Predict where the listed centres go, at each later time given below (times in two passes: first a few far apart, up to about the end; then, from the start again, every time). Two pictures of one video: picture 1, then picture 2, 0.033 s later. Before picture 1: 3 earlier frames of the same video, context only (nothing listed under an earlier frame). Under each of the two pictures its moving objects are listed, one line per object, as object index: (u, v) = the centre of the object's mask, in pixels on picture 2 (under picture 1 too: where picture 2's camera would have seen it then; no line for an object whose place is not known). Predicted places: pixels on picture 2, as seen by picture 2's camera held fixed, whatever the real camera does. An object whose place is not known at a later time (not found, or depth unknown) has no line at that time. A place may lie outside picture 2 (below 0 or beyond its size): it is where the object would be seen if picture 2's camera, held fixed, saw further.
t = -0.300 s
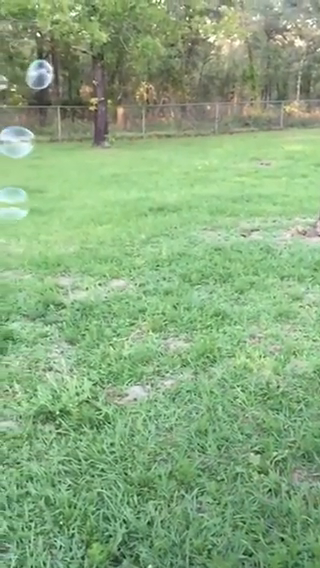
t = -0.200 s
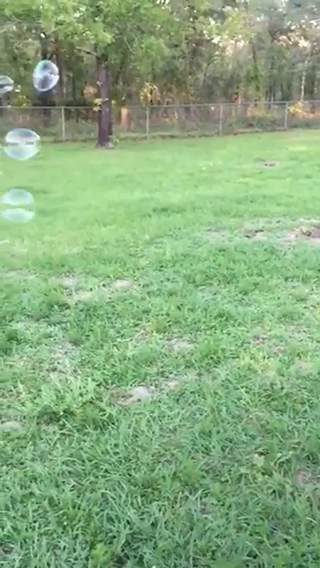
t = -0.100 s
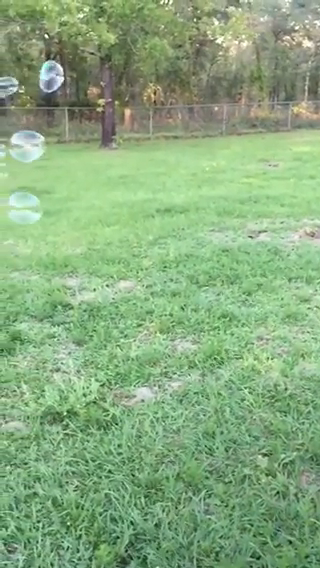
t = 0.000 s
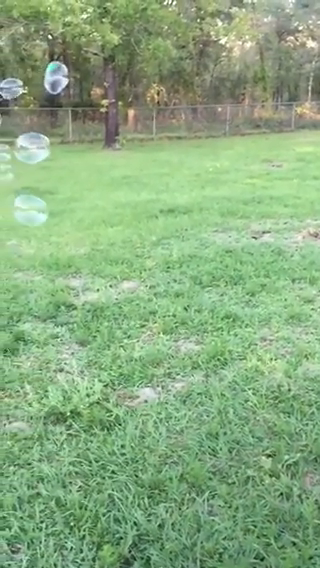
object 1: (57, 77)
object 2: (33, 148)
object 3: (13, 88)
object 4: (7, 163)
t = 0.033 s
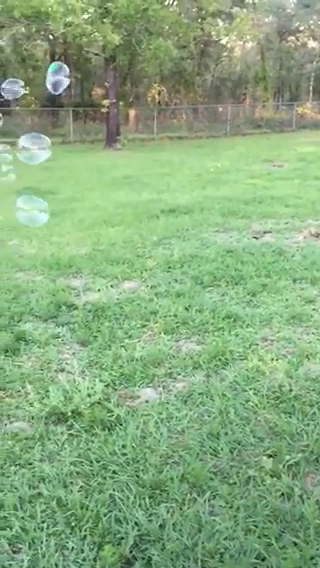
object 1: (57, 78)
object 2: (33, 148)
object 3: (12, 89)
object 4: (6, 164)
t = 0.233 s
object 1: (61, 78)
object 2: (37, 151)
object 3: (15, 91)
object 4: (9, 166)
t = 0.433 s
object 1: (64, 80)
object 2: (40, 155)
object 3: (17, 92)
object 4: (13, 168)
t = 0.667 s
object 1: (67, 81)
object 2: (44, 158)
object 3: (20, 95)
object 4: (17, 171)
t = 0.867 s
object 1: (70, 83)
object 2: (47, 162)
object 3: (23, 97)
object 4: (20, 173)
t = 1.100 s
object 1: (73, 85)
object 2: (50, 165)
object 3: (26, 99)
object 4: (24, 174)
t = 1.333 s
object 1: (77, 86)
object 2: (53, 169)
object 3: (29, 101)
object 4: (28, 175)
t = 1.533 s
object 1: (80, 87)
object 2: (56, 173)
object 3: (32, 103)
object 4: (31, 176)
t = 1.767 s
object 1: (83, 89)
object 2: (60, 177)
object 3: (35, 104)
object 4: (35, 179)
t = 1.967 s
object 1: (86, 90)
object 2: (63, 180)
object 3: (37, 106)
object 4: (39, 181)
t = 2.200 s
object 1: (89, 93)
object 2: (66, 185)
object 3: (41, 109)
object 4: (43, 184)
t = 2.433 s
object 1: (93, 95)
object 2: (69, 189)
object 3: (44, 111)
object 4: (46, 185)
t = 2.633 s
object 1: (96, 97)
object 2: (72, 193)
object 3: (46, 113)
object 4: (49, 185)
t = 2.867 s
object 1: (99, 98)
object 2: (75, 196)
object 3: (50, 115)
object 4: (53, 187)
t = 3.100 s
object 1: (102, 100)
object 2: (78, 200)
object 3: (53, 118)
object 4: (56, 188)
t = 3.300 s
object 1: (105, 101)
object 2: (81, 204)
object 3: (56, 119)
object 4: (60, 189)
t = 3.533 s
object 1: (108, 103)
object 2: (84, 208)
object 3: (58, 121)
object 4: (64, 192)
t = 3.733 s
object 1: (111, 105)
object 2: (87, 211)
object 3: (61, 123)
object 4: (67, 193)
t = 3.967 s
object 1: (114, 108)
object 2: (90, 216)
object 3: (64, 125)
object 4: (72, 193)
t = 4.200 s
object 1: (117, 110)
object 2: (93, 220)
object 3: (68, 127)
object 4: (76, 195)
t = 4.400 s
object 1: (120, 113)
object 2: (97, 224)
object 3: (70, 129)
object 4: (79, 196)
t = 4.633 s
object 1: (124, 115)
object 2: (100, 229)
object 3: (73, 131)
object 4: (83, 196)
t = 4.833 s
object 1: (126, 116)
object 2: (104, 233)
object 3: (76, 133)
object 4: (87, 198)
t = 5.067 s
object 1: (130, 119)
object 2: (107, 237)
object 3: (80, 135)
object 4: (91, 199)
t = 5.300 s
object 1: (133, 121)
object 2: (111, 240)
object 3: (83, 138)
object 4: (95, 200)
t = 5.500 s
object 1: (137, 123)
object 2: (113, 243)
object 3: (86, 139)
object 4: (98, 201)
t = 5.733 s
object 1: (140, 125)
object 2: (117, 248)
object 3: (89, 141)
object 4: (104, 204)
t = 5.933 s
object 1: (144, 128)
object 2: (120, 252)
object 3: (92, 143)
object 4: (108, 205)
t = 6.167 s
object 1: (147, 130)
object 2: (124, 256)
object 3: (95, 145)
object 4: (112, 206)
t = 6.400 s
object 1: (150, 133)
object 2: (127, 259)
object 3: (99, 147)
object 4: (116, 208)
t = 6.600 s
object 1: (153, 135)
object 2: (130, 263)
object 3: (102, 150)
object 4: (121, 209)
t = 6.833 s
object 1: (157, 137)
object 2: (134, 266)
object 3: (105, 152)
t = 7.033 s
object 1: (163, 142)
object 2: (142, 272)
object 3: (110, 156)
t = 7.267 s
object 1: (188, 159)
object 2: (168, 299)
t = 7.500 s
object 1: (221, 182)
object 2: (210, 327)
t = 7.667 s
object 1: (247, 199)
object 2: (245, 344)
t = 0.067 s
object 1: (58, 78)
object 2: (34, 149)
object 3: (13, 89)
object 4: (6, 164)
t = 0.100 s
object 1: (59, 78)
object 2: (35, 149)
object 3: (13, 89)
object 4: (7, 163)
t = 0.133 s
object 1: (59, 78)
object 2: (35, 150)
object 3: (14, 90)
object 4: (7, 164)
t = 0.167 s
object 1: (60, 78)
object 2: (36, 150)
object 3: (14, 90)
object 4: (8, 165)
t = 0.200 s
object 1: (60, 78)
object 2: (37, 151)
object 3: (15, 90)
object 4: (9, 165)
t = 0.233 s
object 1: (61, 78)
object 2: (37, 151)
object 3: (15, 91)
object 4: (9, 166)
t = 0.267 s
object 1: (61, 78)
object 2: (37, 152)
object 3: (16, 91)
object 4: (10, 166)
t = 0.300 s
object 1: (62, 79)
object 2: (38, 152)
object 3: (16, 91)
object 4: (10, 167)
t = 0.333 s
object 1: (62, 79)
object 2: (39, 153)
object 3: (16, 92)
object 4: (11, 167)
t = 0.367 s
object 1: (63, 79)
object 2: (39, 154)
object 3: (17, 92)
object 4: (12, 167)
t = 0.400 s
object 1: (63, 80)
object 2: (40, 154)
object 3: (17, 92)
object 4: (12, 168)
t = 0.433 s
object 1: (64, 80)
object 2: (40, 155)
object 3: (17, 92)
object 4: (13, 168)
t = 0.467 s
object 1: (64, 80)
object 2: (41, 155)
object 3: (18, 93)
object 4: (14, 169)
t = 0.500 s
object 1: (65, 80)
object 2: (41, 156)
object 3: (18, 93)
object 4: (14, 169)
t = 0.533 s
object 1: (65, 80)
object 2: (42, 156)
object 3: (19, 93)
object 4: (15, 170)
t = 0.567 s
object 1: (66, 80)
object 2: (42, 157)
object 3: (19, 94)
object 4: (15, 170)
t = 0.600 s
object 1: (66, 81)
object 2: (43, 157)
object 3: (19, 94)
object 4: (16, 170)
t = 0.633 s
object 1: (66, 81)
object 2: (43, 157)
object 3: (19, 94)
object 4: (16, 171)
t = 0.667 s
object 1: (67, 81)
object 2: (44, 158)
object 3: (20, 95)
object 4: (17, 171)
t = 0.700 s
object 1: (67, 81)
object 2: (44, 159)
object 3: (20, 95)
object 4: (18, 171)
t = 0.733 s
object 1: (68, 82)
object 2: (45, 160)
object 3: (21, 95)
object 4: (18, 172)
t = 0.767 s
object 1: (68, 82)
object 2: (46, 160)
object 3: (21, 96)
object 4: (19, 173)
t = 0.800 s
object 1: (69, 82)
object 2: (46, 161)
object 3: (22, 96)
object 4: (19, 173)
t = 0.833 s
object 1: (69, 83)
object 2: (46, 161)
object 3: (22, 97)
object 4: (20, 173)
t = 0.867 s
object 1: (70, 83)
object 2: (47, 162)
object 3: (23, 97)
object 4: (20, 173)
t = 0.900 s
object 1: (70, 83)
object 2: (48, 162)
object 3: (23, 97)
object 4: (21, 173)
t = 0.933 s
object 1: (71, 83)
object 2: (48, 163)
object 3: (24, 98)
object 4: (21, 174)
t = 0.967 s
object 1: (71, 84)
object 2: (49, 163)
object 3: (25, 98)
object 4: (22, 174)
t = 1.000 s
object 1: (72, 84)
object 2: (49, 164)
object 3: (25, 98)
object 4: (22, 174)
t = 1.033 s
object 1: (72, 84)
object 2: (49, 164)
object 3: (25, 98)
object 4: (23, 174)
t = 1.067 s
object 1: (73, 84)
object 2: (50, 165)
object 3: (26, 99)
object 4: (23, 174)
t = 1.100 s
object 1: (73, 85)
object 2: (50, 165)
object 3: (26, 99)
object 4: (24, 174)
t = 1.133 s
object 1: (74, 85)
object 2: (51, 166)
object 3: (27, 99)
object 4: (24, 174)
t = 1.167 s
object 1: (75, 85)
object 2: (52, 166)
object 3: (27, 100)
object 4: (25, 174)
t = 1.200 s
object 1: (75, 85)
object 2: (52, 167)
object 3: (27, 100)
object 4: (26, 174)
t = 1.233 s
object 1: (76, 86)
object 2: (52, 167)
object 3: (28, 100)
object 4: (26, 175)
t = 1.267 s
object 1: (76, 86)
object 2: (53, 168)
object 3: (28, 100)
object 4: (27, 175)
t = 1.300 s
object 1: (77, 86)
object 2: (53, 169)
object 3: (29, 101)
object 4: (28, 175)
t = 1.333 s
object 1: (77, 86)
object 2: (53, 169)
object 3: (29, 101)
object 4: (28, 175)
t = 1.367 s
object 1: (77, 86)
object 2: (54, 170)
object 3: (30, 101)
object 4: (29, 175)
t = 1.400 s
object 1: (78, 87)
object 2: (54, 171)
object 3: (30, 101)
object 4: (29, 176)
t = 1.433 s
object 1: (79, 87)
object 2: (55, 171)
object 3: (30, 102)
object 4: (30, 176)
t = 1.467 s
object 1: (79, 87)
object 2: (55, 172)
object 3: (31, 102)
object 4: (30, 176)
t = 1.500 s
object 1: (80, 87)
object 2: (56, 172)
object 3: (31, 102)
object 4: (31, 176)
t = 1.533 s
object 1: (80, 87)
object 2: (56, 173)
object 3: (32, 103)
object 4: (31, 176)
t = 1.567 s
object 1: (80, 87)
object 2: (57, 173)
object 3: (32, 103)
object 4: (32, 177)
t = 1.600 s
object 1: (81, 87)
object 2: (57, 174)
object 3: (32, 103)
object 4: (32, 177)
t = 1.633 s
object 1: (82, 88)
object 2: (58, 174)
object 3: (33, 103)
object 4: (33, 177)
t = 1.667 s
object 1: (82, 88)
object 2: (58, 175)
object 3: (33, 103)
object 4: (33, 177)
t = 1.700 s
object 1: (82, 88)
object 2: (59, 176)
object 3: (34, 104)
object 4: (34, 178)
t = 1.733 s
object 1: (83, 88)
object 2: (59, 176)
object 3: (34, 104)
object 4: (34, 178)
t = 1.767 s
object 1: (83, 89)
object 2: (60, 177)
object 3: (35, 104)
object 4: (35, 179)
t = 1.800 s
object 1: (84, 89)
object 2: (60, 178)
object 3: (35, 104)
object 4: (35, 179)
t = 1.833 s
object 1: (84, 89)
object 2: (61, 178)
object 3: (35, 105)
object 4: (36, 179)
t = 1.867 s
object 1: (85, 89)
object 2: (61, 179)
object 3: (36, 105)
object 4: (37, 180)
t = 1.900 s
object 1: (85, 90)
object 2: (62, 179)
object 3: (36, 106)
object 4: (37, 181)
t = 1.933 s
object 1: (86, 90)
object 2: (62, 180)
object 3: (37, 106)
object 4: (38, 181)
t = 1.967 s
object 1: (86, 90)
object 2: (63, 180)
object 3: (37, 106)
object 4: (39, 181)
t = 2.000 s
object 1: (86, 91)
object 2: (63, 181)
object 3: (38, 107)
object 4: (39, 181)
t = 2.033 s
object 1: (87, 91)
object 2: (64, 181)
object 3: (38, 107)
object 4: (40, 182)
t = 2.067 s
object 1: (87, 91)
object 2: (64, 182)
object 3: (39, 108)
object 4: (41, 182)
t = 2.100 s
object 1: (88, 92)
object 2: (65, 183)
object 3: (40, 108)
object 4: (41, 182)
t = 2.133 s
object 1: (88, 92)
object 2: (65, 184)
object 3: (40, 108)
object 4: (42, 183)
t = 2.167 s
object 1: (89, 92)
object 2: (66, 184)
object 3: (40, 109)
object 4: (42, 183)
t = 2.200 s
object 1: (89, 93)
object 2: (66, 185)
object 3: (41, 109)
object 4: (43, 184)
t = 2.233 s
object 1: (89, 93)
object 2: (67, 185)
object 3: (41, 110)
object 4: (44, 184)
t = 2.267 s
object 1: (90, 93)
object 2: (68, 186)
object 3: (42, 110)
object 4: (44, 184)
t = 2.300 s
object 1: (90, 93)
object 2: (68, 187)
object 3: (42, 110)
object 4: (45, 185)
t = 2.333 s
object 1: (91, 94)
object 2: (68, 187)
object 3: (43, 110)
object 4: (44, 184)
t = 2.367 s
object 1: (92, 94)
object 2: (68, 188)
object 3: (43, 111)
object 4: (45, 184)
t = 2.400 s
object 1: (92, 95)
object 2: (69, 189)
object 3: (43, 111)
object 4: (45, 185)
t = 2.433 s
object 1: (93, 95)
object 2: (69, 189)
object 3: (44, 111)
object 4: (46, 185)
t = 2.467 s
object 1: (93, 95)
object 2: (70, 190)
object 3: (44, 112)
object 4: (46, 185)
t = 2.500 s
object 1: (93, 95)
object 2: (70, 190)
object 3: (45, 112)
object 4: (46, 185)
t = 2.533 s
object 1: (94, 96)
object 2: (70, 191)
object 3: (45, 112)
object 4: (47, 185)
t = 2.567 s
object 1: (95, 96)
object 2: (71, 191)
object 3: (45, 113)
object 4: (47, 185)
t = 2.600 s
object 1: (95, 96)
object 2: (71, 192)
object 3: (46, 113)
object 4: (48, 186)
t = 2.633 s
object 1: (96, 97)
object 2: (72, 193)
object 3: (46, 113)
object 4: (49, 185)
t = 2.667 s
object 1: (96, 97)
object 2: (72, 193)
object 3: (47, 113)
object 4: (49, 186)
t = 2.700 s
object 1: (97, 97)
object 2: (72, 193)
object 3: (47, 114)
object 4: (50, 186)
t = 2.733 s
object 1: (97, 98)
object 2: (73, 194)
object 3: (47, 114)
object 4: (50, 186)
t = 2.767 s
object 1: (98, 98)
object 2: (73, 195)
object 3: (48, 115)
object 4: (51, 186)
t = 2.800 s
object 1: (98, 98)
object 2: (74, 195)
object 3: (49, 115)
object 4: (51, 187)
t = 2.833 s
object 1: (99, 98)
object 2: (74, 196)
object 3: (49, 115)
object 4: (52, 187)
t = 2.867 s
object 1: (99, 98)
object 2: (75, 196)
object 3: (50, 115)
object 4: (53, 187)
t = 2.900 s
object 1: (100, 99)
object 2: (75, 197)
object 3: (50, 116)
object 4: (53, 188)
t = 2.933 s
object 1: (100, 99)
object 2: (75, 197)
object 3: (50, 116)
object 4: (54, 188)
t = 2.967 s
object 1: (101, 99)
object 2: (76, 198)
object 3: (51, 117)
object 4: (54, 188)
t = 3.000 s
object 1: (101, 99)
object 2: (77, 199)
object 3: (51, 117)
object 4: (55, 188)
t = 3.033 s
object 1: (101, 99)
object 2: (77, 199)
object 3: (52, 117)
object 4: (55, 188)
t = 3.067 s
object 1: (102, 99)
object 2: (77, 199)
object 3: (53, 117)
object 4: (56, 188)
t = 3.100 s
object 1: (102, 100)
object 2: (78, 200)
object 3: (53, 118)
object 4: (56, 188)
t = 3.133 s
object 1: (103, 100)
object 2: (78, 201)
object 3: (54, 118)
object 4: (57, 188)
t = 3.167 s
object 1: (103, 100)
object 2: (78, 202)
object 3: (54, 118)
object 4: (58, 188)
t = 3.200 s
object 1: (103, 100)
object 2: (79, 202)
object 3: (55, 118)
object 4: (58, 189)
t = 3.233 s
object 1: (104, 100)
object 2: (80, 203)
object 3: (55, 118)
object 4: (59, 189)
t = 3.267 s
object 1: (104, 101)
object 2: (80, 203)
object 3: (55, 119)
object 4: (59, 189)
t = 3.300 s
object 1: (105, 101)
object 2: (81, 204)
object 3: (56, 119)
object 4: (60, 189)
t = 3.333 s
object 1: (105, 101)
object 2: (81, 205)
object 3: (56, 119)
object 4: (60, 190)
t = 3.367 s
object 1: (106, 102)
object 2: (82, 205)
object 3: (57, 120)
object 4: (61, 191)
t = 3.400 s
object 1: (106, 102)
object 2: (82, 206)
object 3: (57, 120)
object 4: (62, 191)
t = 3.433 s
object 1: (107, 103)
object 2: (83, 206)
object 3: (58, 120)
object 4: (62, 191)
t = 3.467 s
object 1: (107, 102)
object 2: (83, 206)
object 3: (58, 121)
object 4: (63, 191)
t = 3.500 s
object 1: (108, 103)
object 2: (84, 207)
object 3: (58, 121)
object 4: (64, 192)
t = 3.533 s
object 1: (108, 103)
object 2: (84, 208)
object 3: (58, 121)
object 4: (64, 192)
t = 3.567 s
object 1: (109, 103)
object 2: (85, 209)
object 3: (59, 121)
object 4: (65, 193)
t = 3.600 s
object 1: (109, 104)
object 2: (85, 209)
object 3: (59, 122)
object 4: (65, 193)
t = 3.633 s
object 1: (109, 103)
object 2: (85, 210)
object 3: (60, 122)
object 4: (66, 193)
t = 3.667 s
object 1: (110, 104)
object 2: (86, 211)
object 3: (60, 123)
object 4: (66, 192)
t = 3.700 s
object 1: (110, 104)
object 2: (87, 211)
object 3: (61, 123)
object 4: (67, 193)
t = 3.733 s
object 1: (111, 105)
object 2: (87, 211)
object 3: (61, 123)
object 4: (67, 193)
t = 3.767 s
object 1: (112, 106)
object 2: (87, 212)
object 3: (62, 123)
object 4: (68, 192)
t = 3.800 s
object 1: (112, 106)
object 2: (88, 213)
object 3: (62, 123)
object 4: (68, 192)
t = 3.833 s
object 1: (112, 106)
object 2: (88, 213)
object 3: (62, 124)
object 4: (69, 192)
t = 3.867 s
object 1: (113, 106)
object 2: (89, 214)
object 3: (63, 124)
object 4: (70, 192)
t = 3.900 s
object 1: (114, 107)
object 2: (89, 215)
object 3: (63, 124)
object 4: (71, 192)
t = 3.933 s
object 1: (114, 107)
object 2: (89, 215)
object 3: (64, 125)
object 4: (71, 193)
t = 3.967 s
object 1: (114, 108)
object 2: (90, 216)
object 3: (64, 125)
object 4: (72, 193)
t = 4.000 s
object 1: (115, 108)
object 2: (90, 216)
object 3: (65, 125)
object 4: (72, 193)
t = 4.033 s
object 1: (115, 109)
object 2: (91, 217)
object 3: (65, 126)
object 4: (73, 193)
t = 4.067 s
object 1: (115, 109)
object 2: (91, 217)
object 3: (66, 126)
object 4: (74, 194)
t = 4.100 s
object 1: (116, 109)
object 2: (92, 218)
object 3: (66, 127)
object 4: (74, 194)
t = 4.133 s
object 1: (116, 110)
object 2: (92, 218)
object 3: (67, 127)
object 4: (75, 194)
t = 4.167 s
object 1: (117, 110)
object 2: (93, 219)
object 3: (67, 127)
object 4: (76, 194)
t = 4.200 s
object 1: (117, 110)
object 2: (93, 220)
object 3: (68, 127)
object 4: (76, 195)
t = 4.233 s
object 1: (118, 111)
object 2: (94, 220)
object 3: (68, 128)
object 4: (77, 195)
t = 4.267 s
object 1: (118, 111)
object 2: (94, 221)
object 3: (68, 128)
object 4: (77, 195)
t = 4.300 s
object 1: (118, 111)
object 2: (95, 221)
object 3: (69, 128)
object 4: (78, 195)
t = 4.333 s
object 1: (120, 112)
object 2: (96, 222)
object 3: (69, 129)
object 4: (79, 196)
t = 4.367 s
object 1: (120, 112)
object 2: (95, 222)
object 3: (70, 129)
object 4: (79, 195)
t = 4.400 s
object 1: (120, 113)
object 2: (97, 224)
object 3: (70, 129)
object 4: (79, 196)
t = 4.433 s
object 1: (121, 113)
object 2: (97, 225)
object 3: (71, 130)
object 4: (80, 196)
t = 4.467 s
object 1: (122, 113)
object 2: (97, 224)
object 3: (71, 130)
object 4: (81, 196)
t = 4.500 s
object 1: (122, 113)
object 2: (98, 226)
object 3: (72, 130)
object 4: (81, 195)
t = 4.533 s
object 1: (122, 114)
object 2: (99, 227)
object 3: (72, 131)
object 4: (81, 195)
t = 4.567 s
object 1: (123, 114)
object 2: (99, 227)
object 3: (72, 131)
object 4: (81, 195)
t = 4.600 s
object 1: (123, 115)
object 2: (100, 228)
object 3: (73, 131)
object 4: (82, 196)
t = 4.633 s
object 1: (124, 115)
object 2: (100, 229)
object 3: (73, 131)
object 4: (83, 196)
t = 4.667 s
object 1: (124, 115)
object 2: (101, 230)
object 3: (74, 132)
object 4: (83, 196)
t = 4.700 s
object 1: (125, 115)
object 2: (102, 231)
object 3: (74, 132)
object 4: (84, 196)
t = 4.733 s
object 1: (125, 116)
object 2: (102, 232)
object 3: (75, 133)
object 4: (85, 197)
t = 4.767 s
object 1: (125, 116)
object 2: (103, 232)
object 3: (75, 133)
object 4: (86, 198)
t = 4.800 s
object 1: (126, 116)
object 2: (104, 233)
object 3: (76, 133)
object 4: (86, 198)
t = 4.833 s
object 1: (126, 116)
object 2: (104, 233)
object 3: (76, 133)
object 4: (87, 198)
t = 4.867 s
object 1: (127, 117)
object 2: (105, 234)
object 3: (77, 134)
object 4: (88, 198)
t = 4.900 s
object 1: (127, 117)
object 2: (105, 234)
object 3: (77, 134)
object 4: (88, 198)
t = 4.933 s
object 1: (128, 117)
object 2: (105, 235)
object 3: (77, 134)
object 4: (89, 198)
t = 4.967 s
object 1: (128, 118)
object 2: (106, 235)
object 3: (78, 134)
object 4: (89, 199)
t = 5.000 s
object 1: (129, 118)
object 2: (106, 236)
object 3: (79, 135)
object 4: (90, 199)
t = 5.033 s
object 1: (129, 119)
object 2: (107, 236)
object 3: (79, 135)
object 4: (91, 199)
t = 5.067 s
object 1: (130, 119)
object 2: (107, 237)
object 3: (80, 135)
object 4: (91, 199)
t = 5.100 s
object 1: (130, 120)
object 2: (108, 237)
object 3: (80, 136)
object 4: (91, 199)
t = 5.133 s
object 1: (131, 120)
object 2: (108, 238)
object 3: (80, 136)
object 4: (92, 200)
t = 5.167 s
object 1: (131, 120)
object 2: (109, 238)
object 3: (81, 136)
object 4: (93, 200)
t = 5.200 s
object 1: (132, 120)
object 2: (109, 239)
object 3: (81, 137)
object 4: (93, 200)
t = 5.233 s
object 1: (132, 121)
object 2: (110, 239)
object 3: (82, 137)
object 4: (94, 200)
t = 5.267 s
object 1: (133, 121)
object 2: (110, 240)
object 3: (82, 137)
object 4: (94, 200)
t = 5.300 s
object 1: (133, 121)
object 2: (111, 240)
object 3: (83, 138)
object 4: (95, 200)
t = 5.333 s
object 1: (134, 122)
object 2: (111, 241)
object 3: (84, 138)
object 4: (96, 200)
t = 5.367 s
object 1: (135, 122)
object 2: (112, 241)
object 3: (84, 138)
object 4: (96, 200)
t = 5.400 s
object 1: (135, 122)
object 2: (112, 242)
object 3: (85, 138)
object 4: (97, 201)
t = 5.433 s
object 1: (135, 122)
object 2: (113, 242)
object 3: (85, 138)
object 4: (97, 201)
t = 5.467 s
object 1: (136, 123)
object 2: (113, 243)
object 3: (86, 139)
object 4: (98, 201)
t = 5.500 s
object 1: (137, 123)
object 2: (113, 243)
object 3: (86, 139)
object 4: (98, 201)
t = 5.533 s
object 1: (137, 123)
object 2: (114, 244)
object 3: (86, 139)
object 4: (99, 202)
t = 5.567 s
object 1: (138, 124)
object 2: (114, 245)
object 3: (87, 140)
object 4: (100, 202)
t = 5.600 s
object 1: (138, 124)
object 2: (115, 246)
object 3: (87, 140)
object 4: (101, 202)
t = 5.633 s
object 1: (138, 124)
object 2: (115, 246)
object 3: (88, 140)
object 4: (101, 203)
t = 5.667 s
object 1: (139, 124)
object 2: (116, 247)
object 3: (88, 140)
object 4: (102, 203)
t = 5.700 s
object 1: (139, 124)
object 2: (116, 247)
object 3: (89, 141)
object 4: (103, 203)
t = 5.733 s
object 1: (140, 125)
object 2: (117, 248)
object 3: (89, 141)
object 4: (104, 204)
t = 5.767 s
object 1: (141, 126)
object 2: (118, 249)
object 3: (89, 142)
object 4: (105, 204)
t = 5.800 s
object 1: (142, 127)
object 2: (118, 250)
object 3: (90, 142)
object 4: (105, 204)
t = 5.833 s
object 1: (142, 127)
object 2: (119, 250)
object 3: (90, 142)
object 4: (106, 204)
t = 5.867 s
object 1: (143, 127)
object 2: (119, 250)
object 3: (91, 142)
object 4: (106, 204)
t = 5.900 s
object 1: (143, 127)
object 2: (120, 251)
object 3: (91, 143)
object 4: (107, 205)
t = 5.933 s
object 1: (144, 128)
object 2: (120, 252)
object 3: (92, 143)
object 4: (108, 205)
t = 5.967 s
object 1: (144, 128)
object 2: (120, 252)
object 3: (92, 143)
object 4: (108, 205)
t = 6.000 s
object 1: (144, 129)
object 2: (121, 253)
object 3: (93, 144)
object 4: (109, 205)
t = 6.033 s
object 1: (145, 129)
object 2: (122, 253)
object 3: (93, 144)
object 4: (109, 206)
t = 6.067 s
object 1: (145, 129)
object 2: (122, 254)
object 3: (93, 144)
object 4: (110, 205)
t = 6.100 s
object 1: (146, 129)
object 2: (123, 255)
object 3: (94, 145)
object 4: (110, 206)
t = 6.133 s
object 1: (146, 130)
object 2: (123, 255)
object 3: (94, 145)
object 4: (111, 206)
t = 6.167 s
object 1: (147, 130)
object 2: (124, 256)
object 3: (95, 145)
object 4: (112, 206)
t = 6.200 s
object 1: (147, 130)
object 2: (124, 256)
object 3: (96, 146)
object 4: (112, 206)
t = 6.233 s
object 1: (148, 131)
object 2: (125, 257)
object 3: (96, 146)
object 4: (113, 206)
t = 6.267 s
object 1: (148, 131)
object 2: (125, 257)
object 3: (97, 146)
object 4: (114, 207)
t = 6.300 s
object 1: (148, 131)
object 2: (126, 258)
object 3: (97, 146)
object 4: (114, 207)
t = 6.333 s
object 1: (149, 132)
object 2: (126, 258)
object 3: (97, 147)
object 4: (115, 208)
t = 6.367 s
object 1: (150, 132)
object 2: (127, 258)
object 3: (98, 147)
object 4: (116, 208)
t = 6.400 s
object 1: (150, 133)
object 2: (127, 259)
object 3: (99, 147)
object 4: (116, 208)
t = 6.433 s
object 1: (151, 133)
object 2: (127, 260)
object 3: (99, 148)
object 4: (117, 208)
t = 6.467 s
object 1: (151, 133)
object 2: (128, 260)
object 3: (99, 148)
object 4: (117, 208)
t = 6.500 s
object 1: (152, 134)
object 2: (128, 261)
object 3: (100, 149)
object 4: (118, 209)
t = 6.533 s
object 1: (152, 134)
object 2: (129, 261)
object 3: (100, 149)
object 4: (119, 209)
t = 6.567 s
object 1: (152, 134)
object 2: (129, 262)
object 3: (101, 149)
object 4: (120, 209)
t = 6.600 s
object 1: (153, 135)
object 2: (130, 263)
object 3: (102, 150)
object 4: (121, 209)
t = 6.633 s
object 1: (153, 135)
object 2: (130, 263)
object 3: (102, 150)
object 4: (121, 209)
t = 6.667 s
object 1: (154, 136)
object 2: (131, 264)
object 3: (102, 150)
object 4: (122, 210)
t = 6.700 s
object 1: (154, 136)
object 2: (132, 264)
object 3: (103, 150)
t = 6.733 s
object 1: (155, 136)
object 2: (133, 266)
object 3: (103, 151)
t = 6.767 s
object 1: (156, 137)
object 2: (134, 266)
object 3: (104, 151)
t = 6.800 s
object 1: (156, 137)
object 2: (134, 266)
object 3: (104, 152)
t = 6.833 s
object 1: (157, 137)
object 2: (134, 266)
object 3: (105, 152)
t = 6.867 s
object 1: (157, 138)
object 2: (135, 267)
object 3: (105, 152)
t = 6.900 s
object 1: (158, 138)
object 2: (136, 268)
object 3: (105, 153)
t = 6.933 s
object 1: (159, 139)
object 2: (137, 269)
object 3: (106, 153)
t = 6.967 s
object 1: (160, 140)
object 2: (138, 270)
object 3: (107, 154)
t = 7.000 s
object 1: (162, 141)
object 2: (140, 271)
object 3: (109, 155)
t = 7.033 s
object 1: (163, 142)
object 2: (142, 272)
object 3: (110, 156)
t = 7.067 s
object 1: (166, 143)
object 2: (145, 275)
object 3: (113, 157)
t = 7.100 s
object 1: (167, 145)
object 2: (147, 278)
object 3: (115, 158)
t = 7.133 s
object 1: (170, 146)
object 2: (150, 281)
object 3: (117, 160)
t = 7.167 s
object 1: (173, 150)
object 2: (155, 287)
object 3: (121, 164)
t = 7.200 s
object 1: (178, 152)
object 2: (158, 290)
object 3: (125, 166)
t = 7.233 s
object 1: (183, 156)
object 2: (163, 293)
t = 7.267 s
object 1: (188, 159)
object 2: (168, 299)
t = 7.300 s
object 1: (193, 162)
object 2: (174, 303)
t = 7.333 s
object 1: (198, 165)
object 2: (180, 307)
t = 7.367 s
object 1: (202, 168)
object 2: (185, 311)
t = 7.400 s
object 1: (206, 172)
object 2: (193, 315)
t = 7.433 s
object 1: (211, 176)
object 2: (198, 319)
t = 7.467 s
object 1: (216, 179)
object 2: (203, 323)
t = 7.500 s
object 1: (221, 182)
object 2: (210, 327)
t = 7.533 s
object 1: (226, 185)
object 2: (218, 329)
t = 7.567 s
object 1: (231, 189)
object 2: (225, 334)
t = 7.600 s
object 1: (237, 193)
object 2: (231, 338)
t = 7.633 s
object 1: (241, 196)
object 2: (238, 340)
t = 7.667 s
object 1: (247, 199)
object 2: (245, 344)
